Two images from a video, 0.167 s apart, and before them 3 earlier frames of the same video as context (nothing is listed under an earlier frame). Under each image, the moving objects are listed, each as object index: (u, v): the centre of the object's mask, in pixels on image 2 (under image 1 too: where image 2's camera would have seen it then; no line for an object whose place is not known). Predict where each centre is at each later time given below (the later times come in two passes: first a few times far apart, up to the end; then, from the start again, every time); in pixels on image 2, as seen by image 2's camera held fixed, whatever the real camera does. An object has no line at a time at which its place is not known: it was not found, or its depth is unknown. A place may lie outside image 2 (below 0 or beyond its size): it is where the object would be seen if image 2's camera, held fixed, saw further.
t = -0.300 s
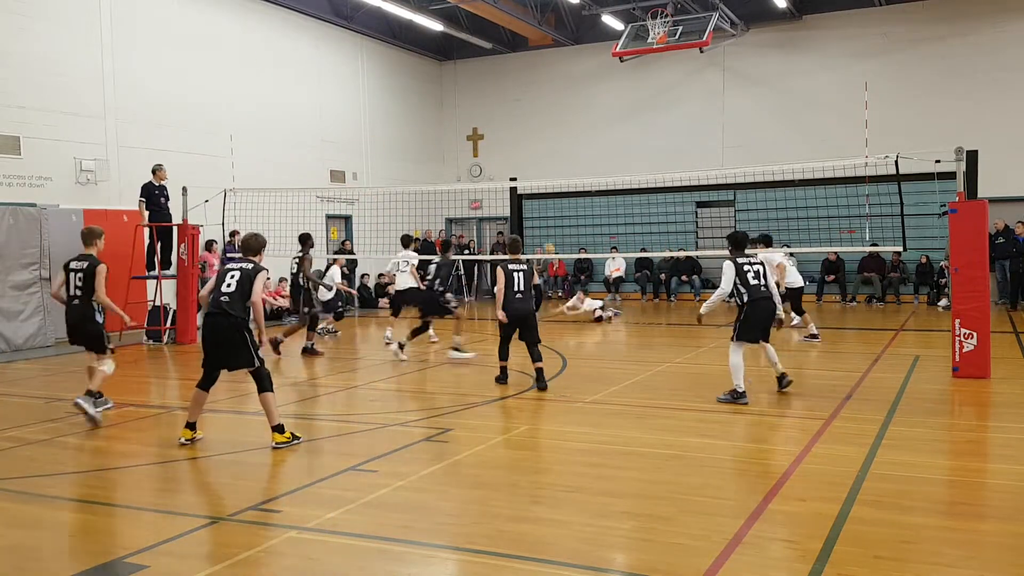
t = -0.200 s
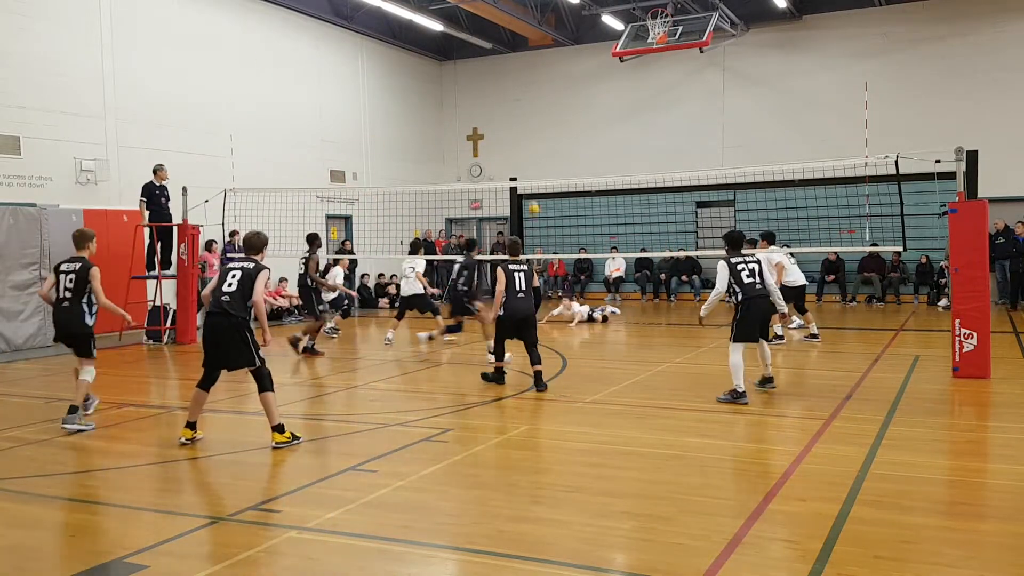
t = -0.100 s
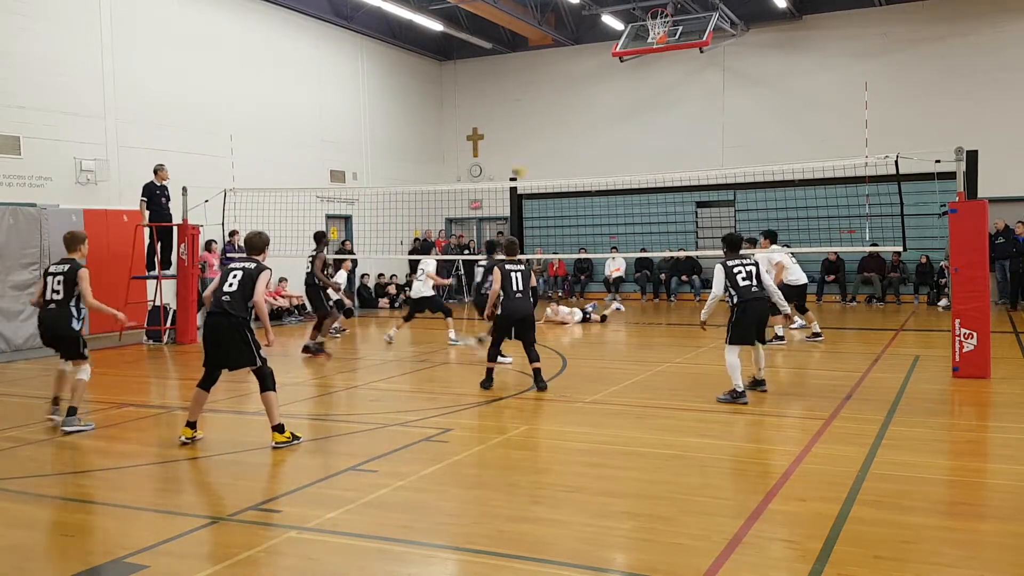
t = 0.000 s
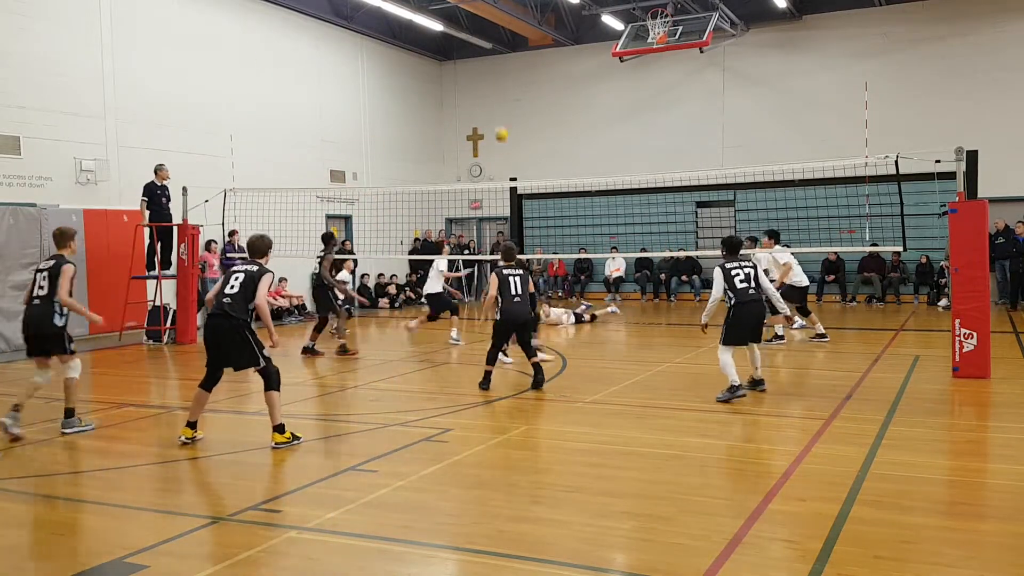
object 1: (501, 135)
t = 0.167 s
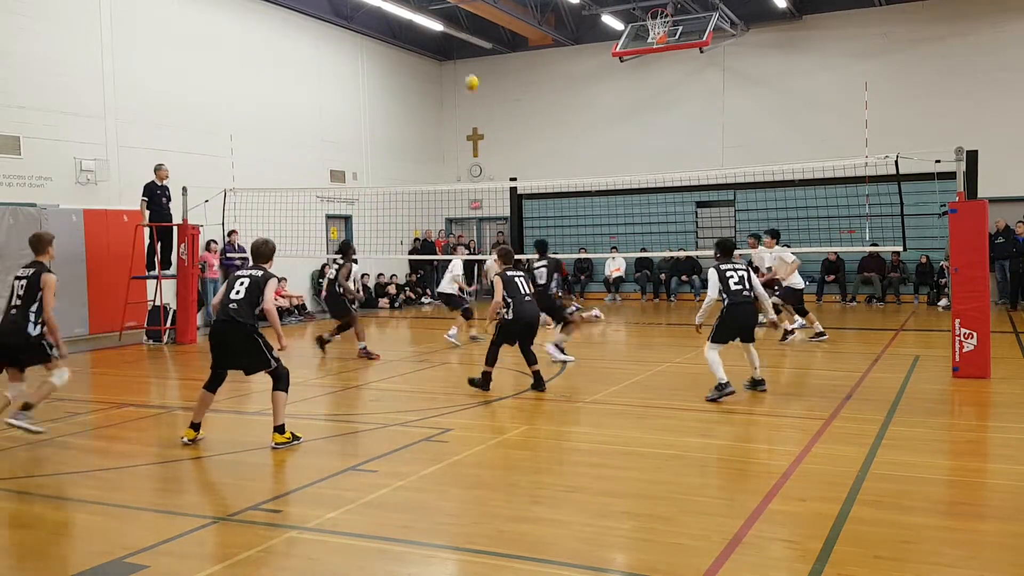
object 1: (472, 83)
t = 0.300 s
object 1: (446, 50)
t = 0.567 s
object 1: (390, 16)
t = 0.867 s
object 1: (316, 33)
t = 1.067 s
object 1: (259, 91)
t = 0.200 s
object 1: (465, 74)
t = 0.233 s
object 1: (459, 64)
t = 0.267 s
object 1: (452, 57)
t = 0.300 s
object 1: (446, 50)
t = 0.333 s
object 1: (439, 43)
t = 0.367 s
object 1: (433, 37)
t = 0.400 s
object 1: (426, 33)
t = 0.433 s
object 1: (418, 28)
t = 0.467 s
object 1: (411, 25)
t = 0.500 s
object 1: (404, 20)
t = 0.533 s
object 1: (398, 17)
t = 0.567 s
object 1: (390, 16)
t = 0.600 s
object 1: (381, 14)
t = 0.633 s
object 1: (375, 12)
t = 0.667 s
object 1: (367, 12)
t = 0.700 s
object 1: (358, 13)
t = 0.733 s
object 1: (350, 14)
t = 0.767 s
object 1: (342, 17)
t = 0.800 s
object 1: (334, 21)
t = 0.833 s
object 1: (325, 26)
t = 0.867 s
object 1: (316, 33)
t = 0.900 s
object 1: (307, 39)
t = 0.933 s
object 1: (298, 47)
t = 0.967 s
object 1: (289, 57)
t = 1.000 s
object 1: (278, 66)
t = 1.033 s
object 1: (269, 78)
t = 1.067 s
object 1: (259, 91)
